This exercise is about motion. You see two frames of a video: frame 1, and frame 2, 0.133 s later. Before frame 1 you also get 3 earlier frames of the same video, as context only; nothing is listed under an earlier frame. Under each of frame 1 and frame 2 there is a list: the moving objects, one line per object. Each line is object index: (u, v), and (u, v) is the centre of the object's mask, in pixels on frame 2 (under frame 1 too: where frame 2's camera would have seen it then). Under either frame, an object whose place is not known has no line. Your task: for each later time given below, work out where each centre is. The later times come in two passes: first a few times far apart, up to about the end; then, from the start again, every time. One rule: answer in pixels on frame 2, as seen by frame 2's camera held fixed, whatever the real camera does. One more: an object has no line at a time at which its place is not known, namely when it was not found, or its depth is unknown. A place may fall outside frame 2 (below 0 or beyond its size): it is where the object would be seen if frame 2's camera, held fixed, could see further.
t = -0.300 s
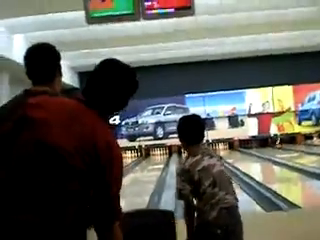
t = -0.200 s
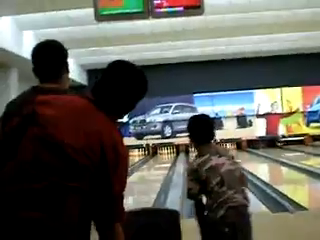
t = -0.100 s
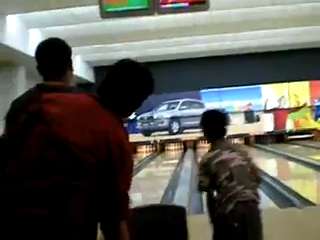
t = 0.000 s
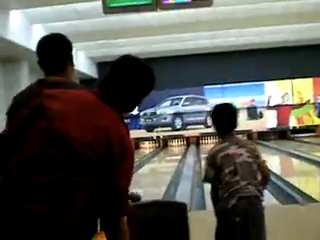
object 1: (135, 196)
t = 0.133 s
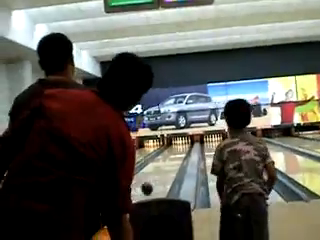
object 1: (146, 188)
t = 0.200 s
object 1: (149, 185)
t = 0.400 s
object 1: (156, 176)
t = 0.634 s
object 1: (162, 169)
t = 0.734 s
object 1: (165, 168)
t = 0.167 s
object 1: (148, 186)
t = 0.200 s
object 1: (149, 185)
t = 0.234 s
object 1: (150, 183)
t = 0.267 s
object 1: (152, 181)
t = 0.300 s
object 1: (153, 180)
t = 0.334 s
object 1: (154, 179)
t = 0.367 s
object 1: (155, 177)
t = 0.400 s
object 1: (156, 176)
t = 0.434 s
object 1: (157, 175)
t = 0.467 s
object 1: (158, 173)
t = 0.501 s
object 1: (159, 172)
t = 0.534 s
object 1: (160, 172)
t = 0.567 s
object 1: (161, 170)
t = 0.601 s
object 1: (161, 169)
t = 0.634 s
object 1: (162, 169)
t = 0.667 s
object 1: (163, 168)
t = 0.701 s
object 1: (164, 168)
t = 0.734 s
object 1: (165, 168)
